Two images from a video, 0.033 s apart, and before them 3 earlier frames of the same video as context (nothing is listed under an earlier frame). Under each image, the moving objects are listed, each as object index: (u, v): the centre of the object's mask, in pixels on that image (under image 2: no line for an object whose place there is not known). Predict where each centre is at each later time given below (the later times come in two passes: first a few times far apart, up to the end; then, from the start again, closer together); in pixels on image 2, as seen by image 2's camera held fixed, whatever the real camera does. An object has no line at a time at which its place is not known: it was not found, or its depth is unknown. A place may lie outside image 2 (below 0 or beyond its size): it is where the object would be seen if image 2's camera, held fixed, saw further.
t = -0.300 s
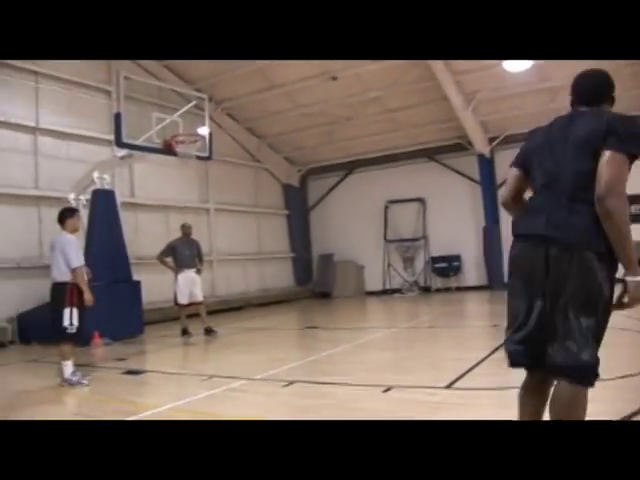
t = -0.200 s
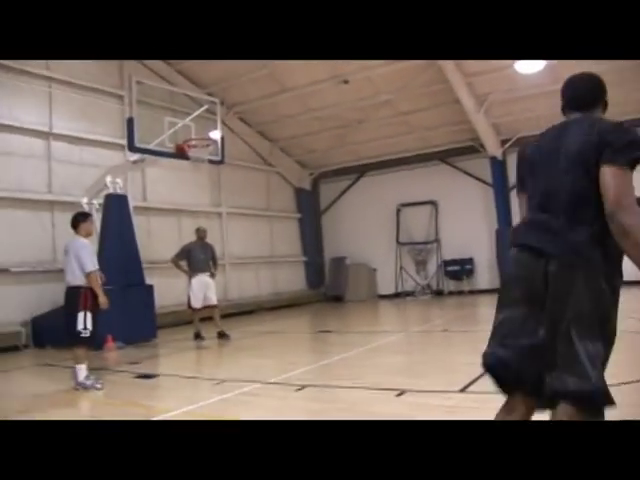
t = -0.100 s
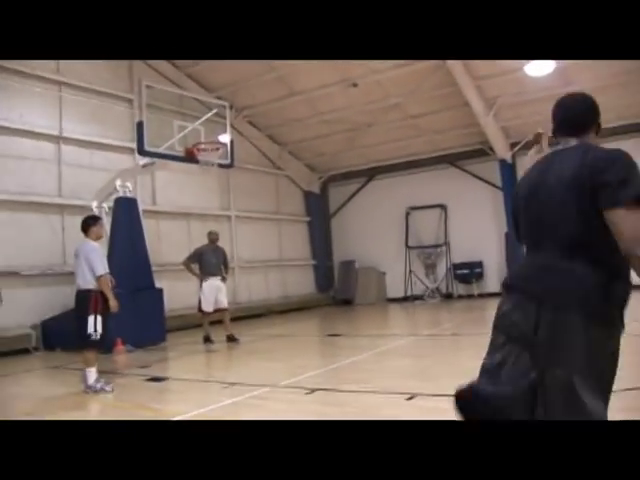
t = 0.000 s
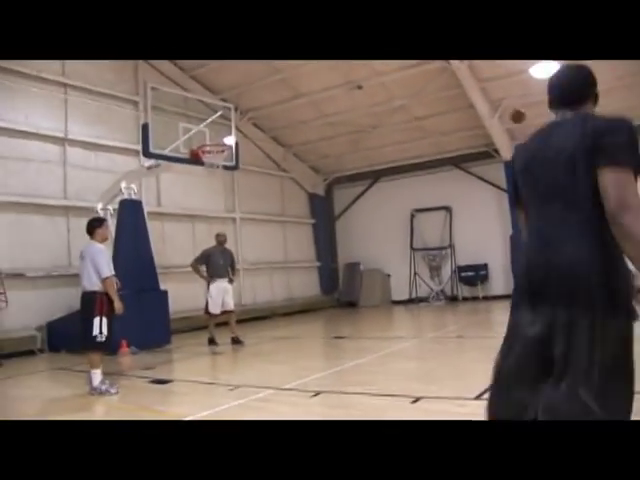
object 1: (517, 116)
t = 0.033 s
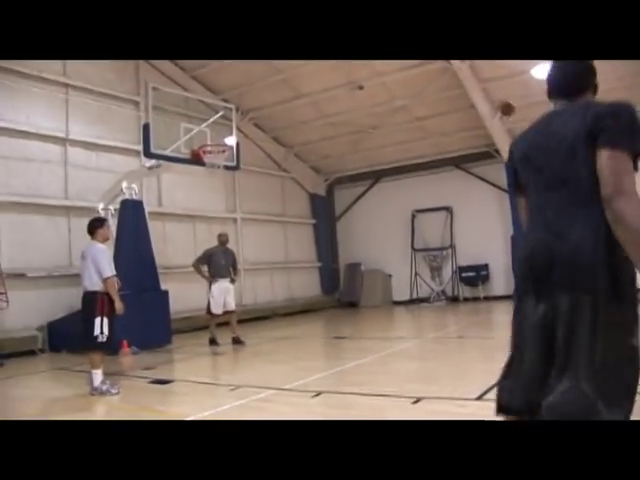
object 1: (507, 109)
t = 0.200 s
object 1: (450, 79)
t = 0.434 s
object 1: (373, 65)
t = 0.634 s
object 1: (308, 80)
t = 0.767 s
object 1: (265, 105)
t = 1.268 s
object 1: (220, 169)
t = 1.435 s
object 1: (230, 198)
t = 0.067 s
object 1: (495, 102)
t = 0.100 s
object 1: (484, 95)
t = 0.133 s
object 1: (472, 89)
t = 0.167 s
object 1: (461, 83)
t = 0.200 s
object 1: (450, 79)
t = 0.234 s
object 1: (439, 75)
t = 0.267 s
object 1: (427, 71)
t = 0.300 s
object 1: (416, 69)
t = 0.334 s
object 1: (405, 67)
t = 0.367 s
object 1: (394, 66)
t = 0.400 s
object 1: (384, 66)
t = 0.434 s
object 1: (373, 65)
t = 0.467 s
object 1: (362, 66)
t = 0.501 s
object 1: (352, 67)
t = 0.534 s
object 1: (341, 69)
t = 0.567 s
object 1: (330, 72)
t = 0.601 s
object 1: (319, 76)
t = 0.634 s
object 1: (308, 80)
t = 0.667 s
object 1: (297, 86)
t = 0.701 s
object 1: (287, 91)
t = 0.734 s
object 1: (276, 97)
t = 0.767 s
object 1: (265, 105)
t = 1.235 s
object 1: (219, 164)
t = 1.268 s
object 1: (220, 169)
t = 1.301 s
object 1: (222, 173)
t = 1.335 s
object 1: (225, 178)
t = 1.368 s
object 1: (226, 183)
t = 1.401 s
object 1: (228, 191)
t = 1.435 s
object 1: (230, 198)
